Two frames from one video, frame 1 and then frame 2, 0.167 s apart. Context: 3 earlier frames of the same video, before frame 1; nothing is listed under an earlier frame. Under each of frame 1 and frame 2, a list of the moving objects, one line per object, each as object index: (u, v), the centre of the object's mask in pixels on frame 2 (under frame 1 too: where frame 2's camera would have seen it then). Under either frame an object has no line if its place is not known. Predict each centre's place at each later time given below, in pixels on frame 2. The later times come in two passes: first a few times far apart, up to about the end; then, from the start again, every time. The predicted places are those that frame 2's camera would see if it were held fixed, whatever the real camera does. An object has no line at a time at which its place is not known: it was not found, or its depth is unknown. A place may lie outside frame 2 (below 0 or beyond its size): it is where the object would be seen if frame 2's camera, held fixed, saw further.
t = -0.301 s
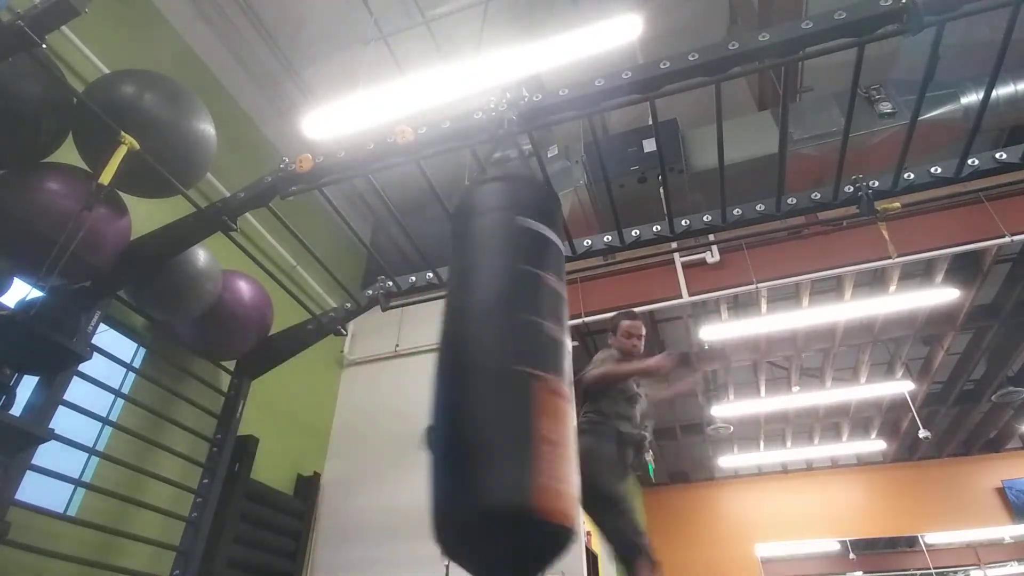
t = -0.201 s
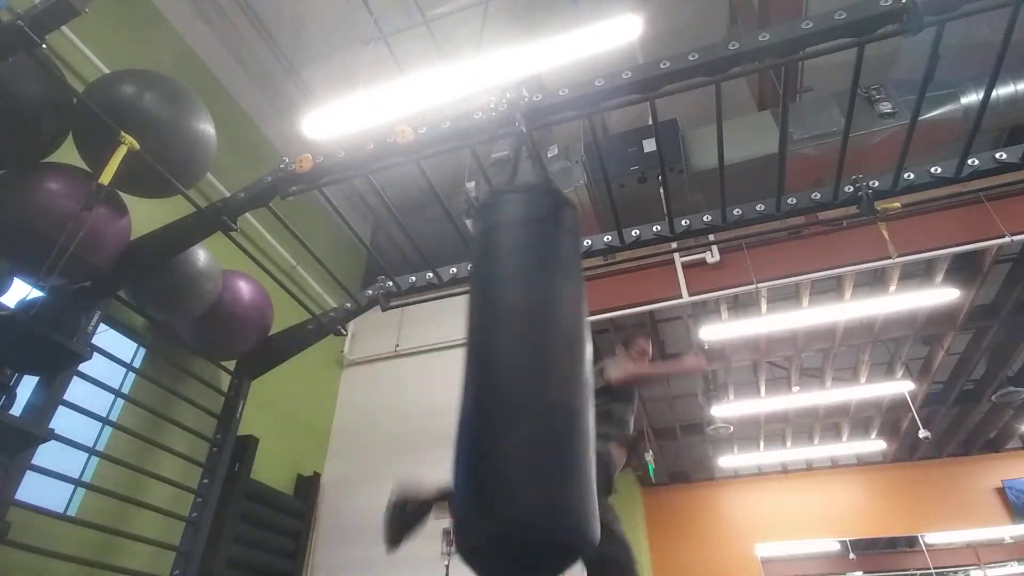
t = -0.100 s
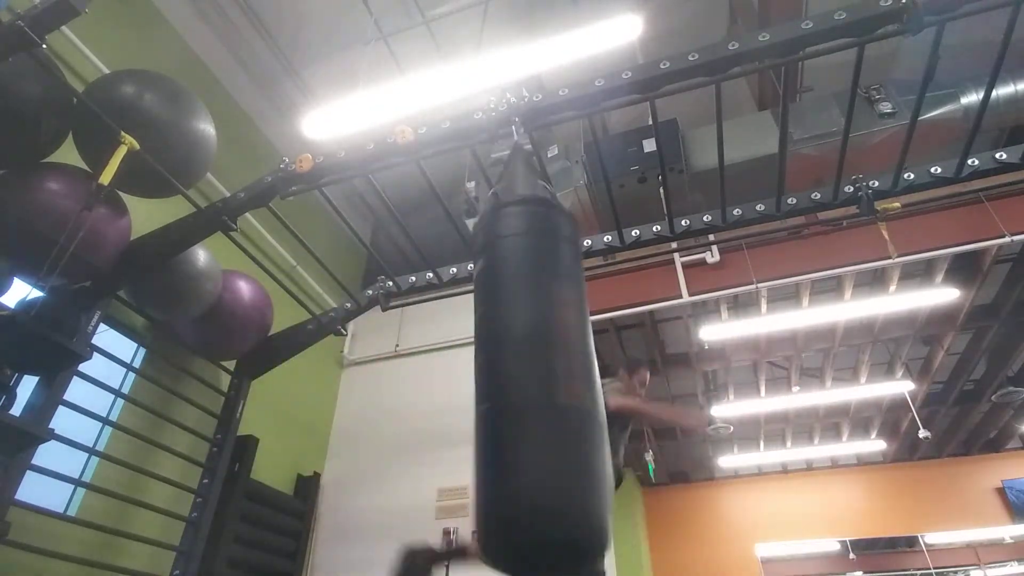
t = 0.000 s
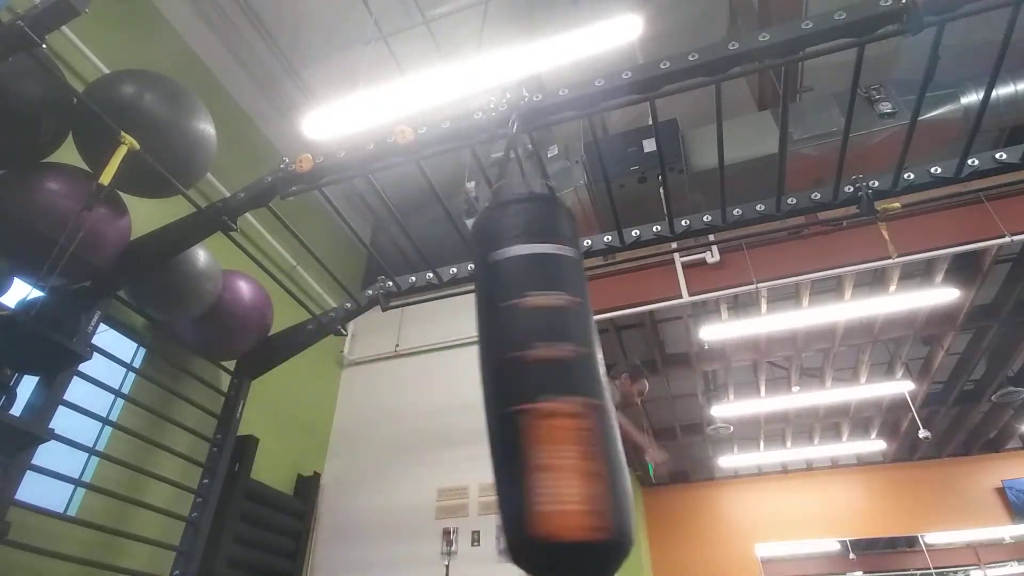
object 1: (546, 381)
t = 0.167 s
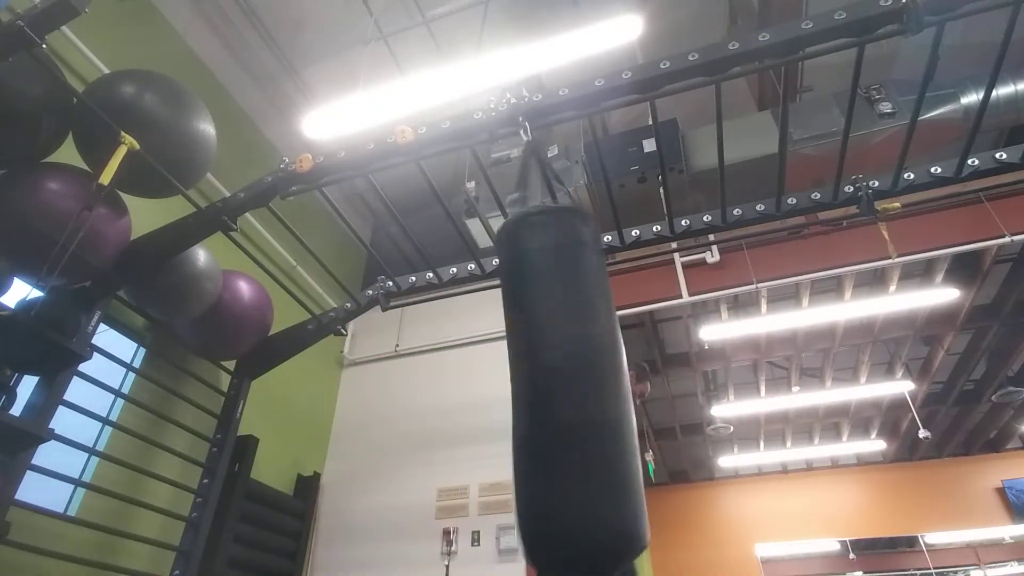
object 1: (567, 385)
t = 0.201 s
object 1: (567, 386)
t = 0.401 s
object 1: (572, 382)
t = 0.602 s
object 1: (568, 389)
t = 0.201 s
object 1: (567, 386)
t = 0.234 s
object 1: (567, 387)
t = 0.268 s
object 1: (566, 386)
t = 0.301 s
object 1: (567, 387)
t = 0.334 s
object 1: (567, 385)
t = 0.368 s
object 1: (569, 382)
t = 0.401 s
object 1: (572, 382)
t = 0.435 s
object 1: (573, 382)
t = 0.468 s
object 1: (575, 386)
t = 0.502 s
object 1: (575, 390)
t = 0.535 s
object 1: (573, 388)
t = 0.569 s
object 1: (569, 386)
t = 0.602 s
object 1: (568, 389)
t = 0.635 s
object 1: (566, 391)
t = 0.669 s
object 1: (561, 387)
